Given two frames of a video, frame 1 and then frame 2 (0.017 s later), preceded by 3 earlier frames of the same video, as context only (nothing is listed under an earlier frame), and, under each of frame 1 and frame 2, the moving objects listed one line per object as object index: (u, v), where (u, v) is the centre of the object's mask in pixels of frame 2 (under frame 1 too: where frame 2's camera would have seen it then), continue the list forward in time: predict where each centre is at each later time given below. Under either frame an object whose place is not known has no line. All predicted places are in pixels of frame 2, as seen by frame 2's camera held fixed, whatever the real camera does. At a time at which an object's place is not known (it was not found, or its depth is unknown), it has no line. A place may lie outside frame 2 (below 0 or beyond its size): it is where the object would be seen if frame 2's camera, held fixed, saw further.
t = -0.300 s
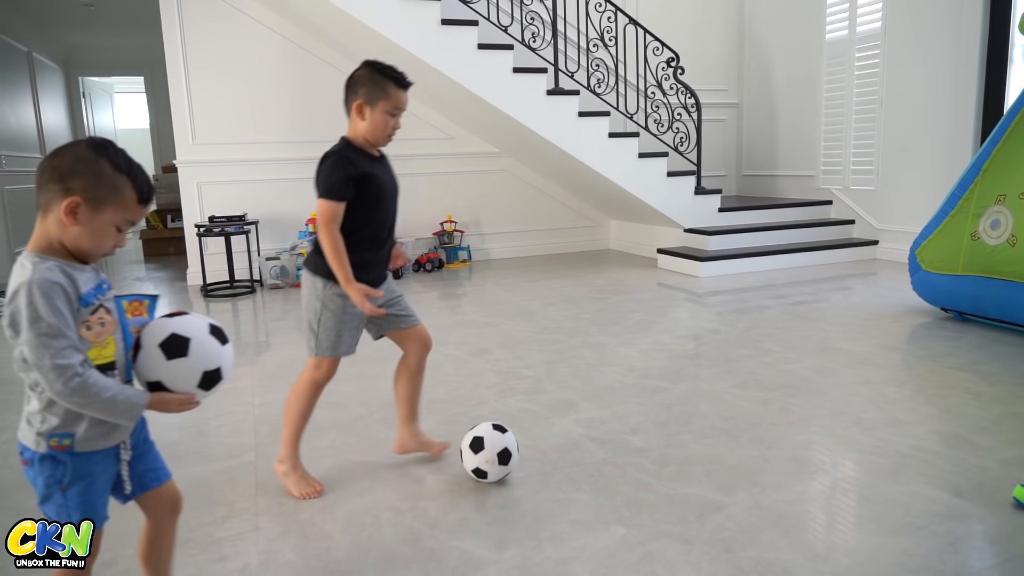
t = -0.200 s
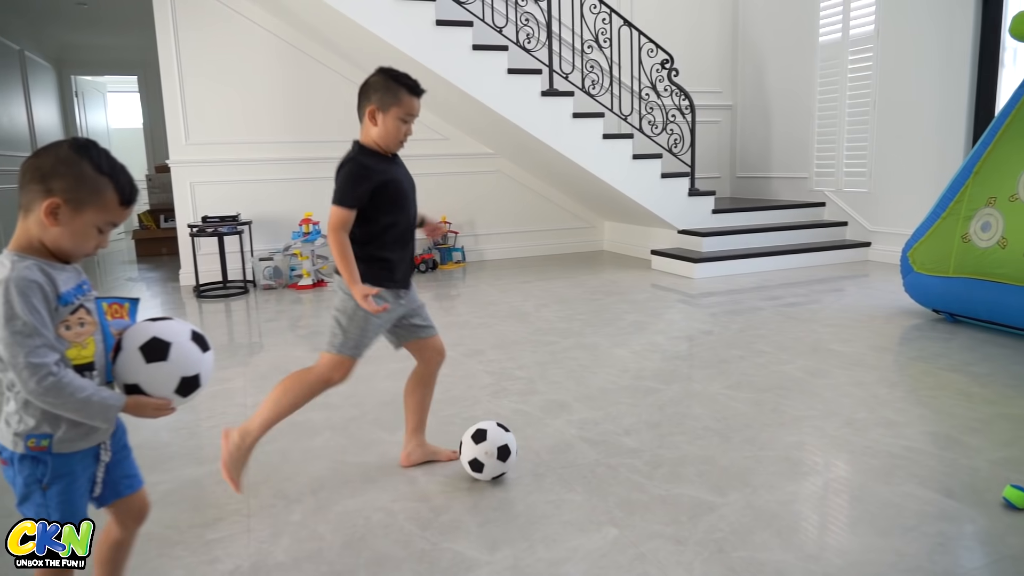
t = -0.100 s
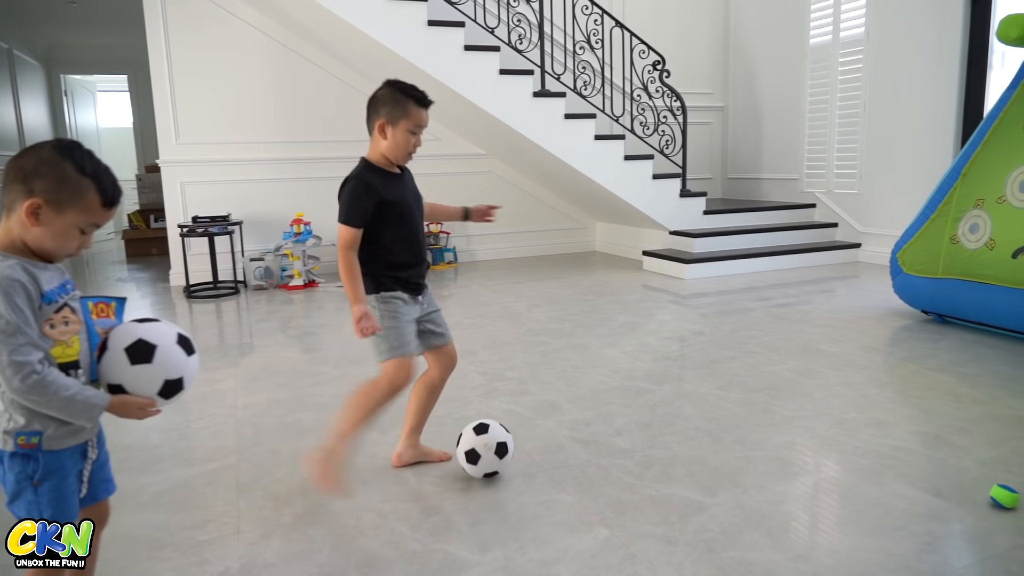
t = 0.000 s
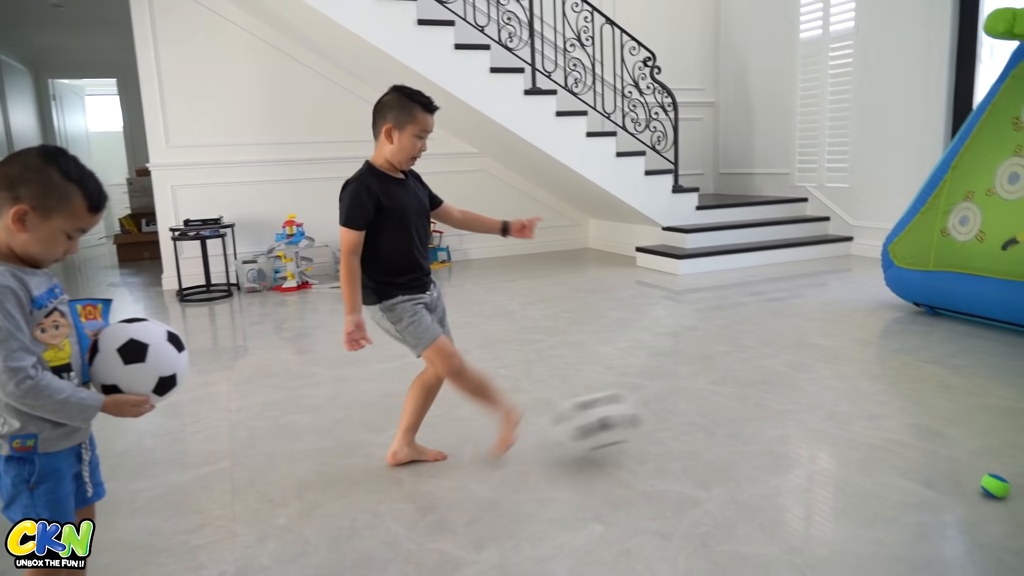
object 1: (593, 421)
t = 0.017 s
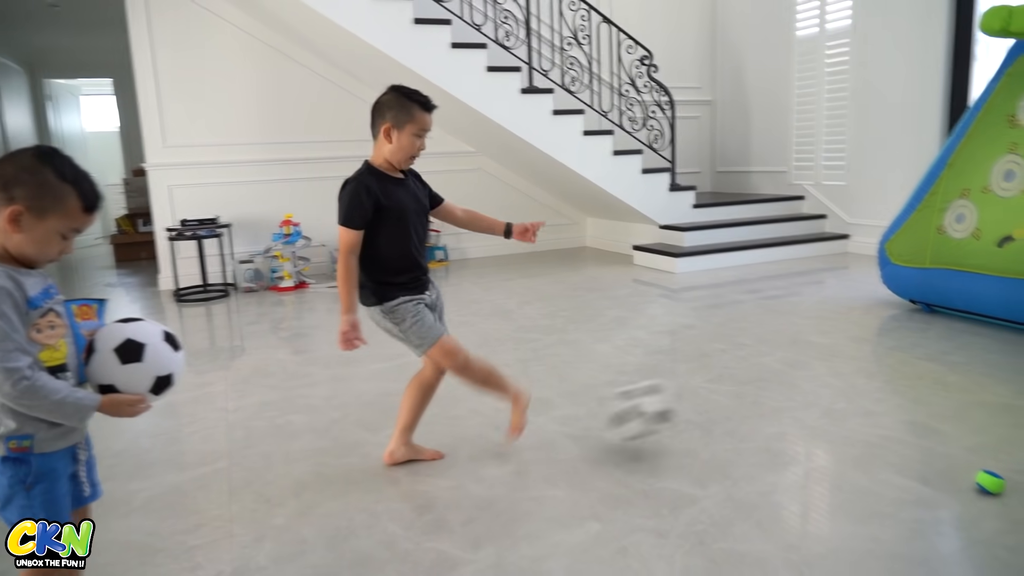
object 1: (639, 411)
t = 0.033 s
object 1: (687, 402)
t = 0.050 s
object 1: (727, 396)
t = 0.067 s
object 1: (768, 388)
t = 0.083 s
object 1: (809, 384)
